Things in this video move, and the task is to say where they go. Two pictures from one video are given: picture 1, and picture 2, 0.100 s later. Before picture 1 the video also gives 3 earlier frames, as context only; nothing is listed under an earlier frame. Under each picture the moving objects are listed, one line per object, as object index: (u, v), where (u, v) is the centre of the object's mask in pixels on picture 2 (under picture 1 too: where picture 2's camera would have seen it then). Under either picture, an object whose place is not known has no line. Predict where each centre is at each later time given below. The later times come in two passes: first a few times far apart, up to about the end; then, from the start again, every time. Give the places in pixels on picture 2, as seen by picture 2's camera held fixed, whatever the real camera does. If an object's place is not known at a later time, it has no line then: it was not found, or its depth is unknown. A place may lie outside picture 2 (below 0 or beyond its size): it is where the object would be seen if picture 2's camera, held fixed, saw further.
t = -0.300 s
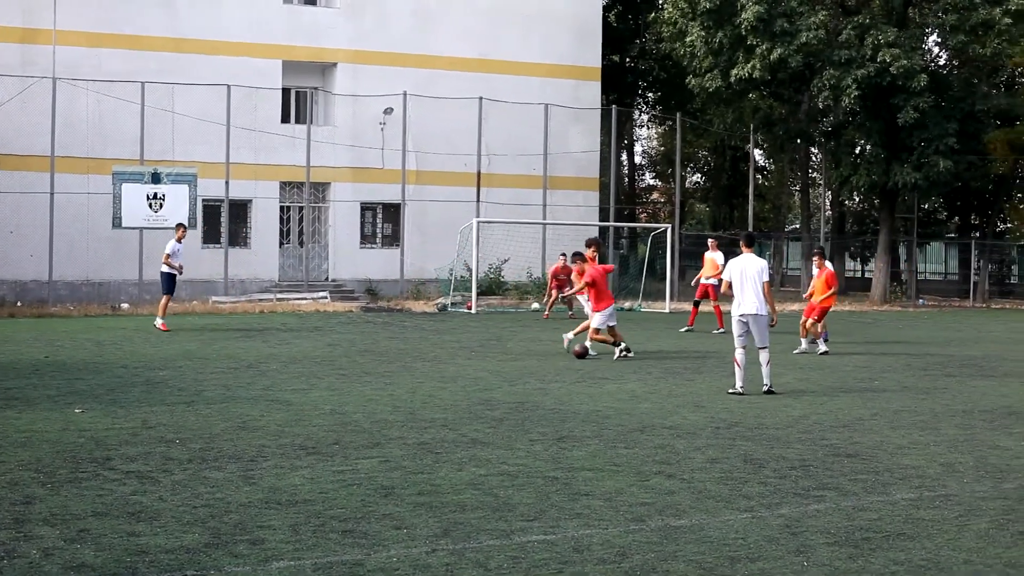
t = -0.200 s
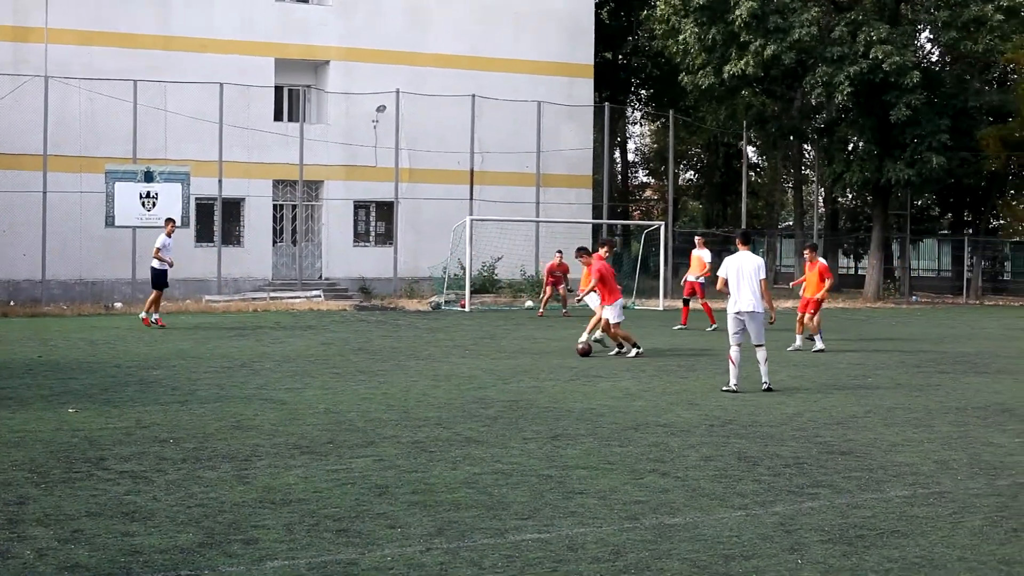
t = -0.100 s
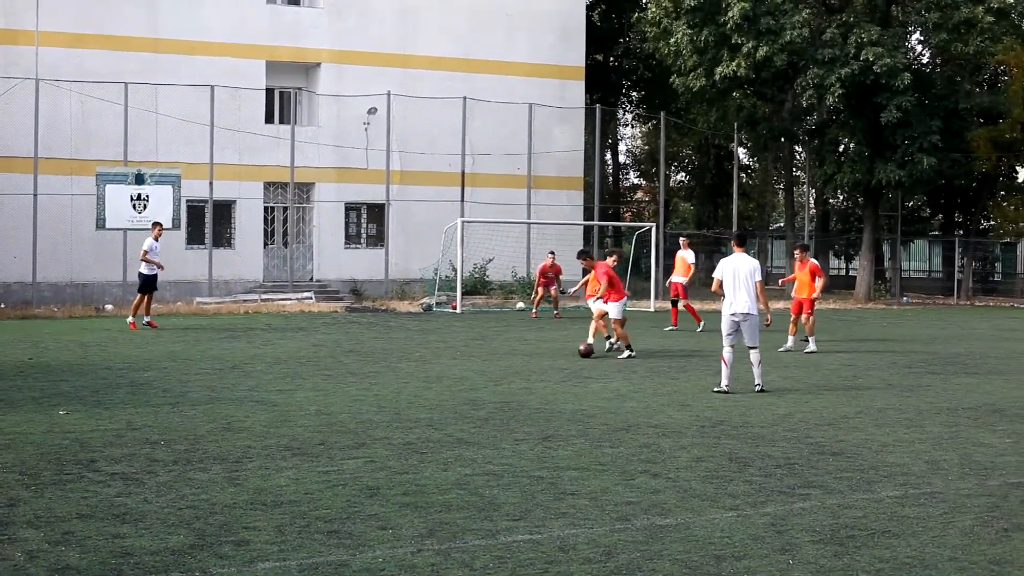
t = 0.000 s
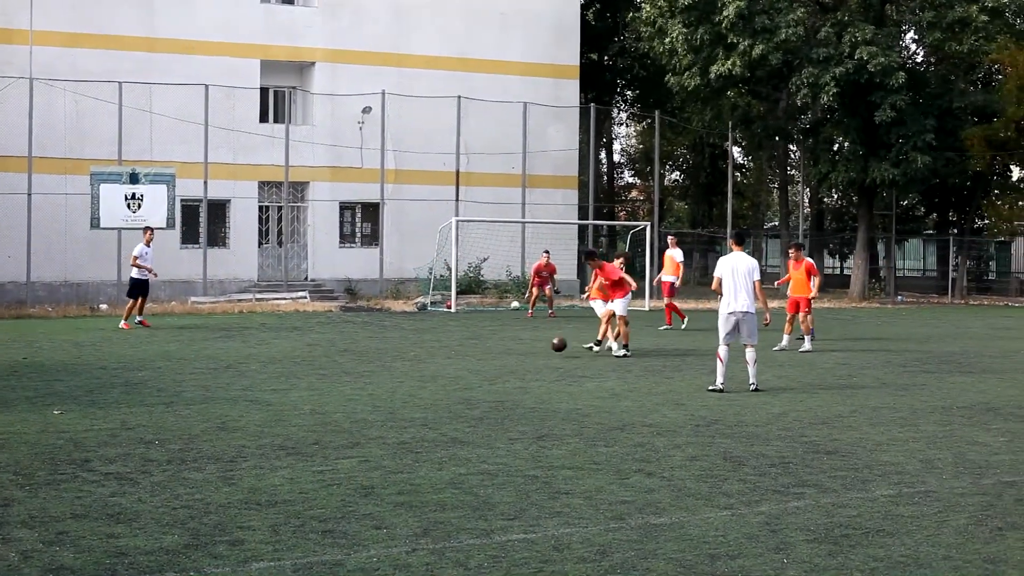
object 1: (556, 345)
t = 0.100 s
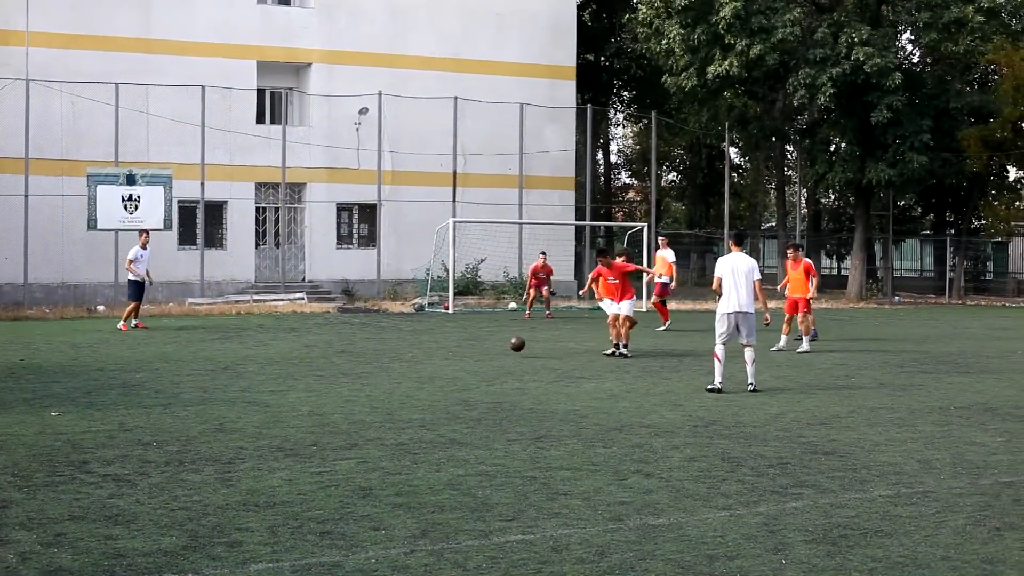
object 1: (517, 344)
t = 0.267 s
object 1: (460, 347)
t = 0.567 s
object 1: (388, 348)
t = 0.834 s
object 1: (331, 348)
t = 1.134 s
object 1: (273, 349)
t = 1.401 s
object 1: (223, 349)
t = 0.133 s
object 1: (505, 345)
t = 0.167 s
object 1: (492, 348)
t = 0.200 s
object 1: (479, 350)
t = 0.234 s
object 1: (469, 349)
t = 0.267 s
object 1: (460, 347)
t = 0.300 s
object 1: (452, 346)
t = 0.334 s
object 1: (442, 346)
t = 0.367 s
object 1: (434, 346)
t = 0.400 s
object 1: (424, 348)
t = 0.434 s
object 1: (417, 348)
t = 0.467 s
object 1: (410, 347)
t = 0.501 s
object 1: (402, 347)
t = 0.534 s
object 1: (395, 347)
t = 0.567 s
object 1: (388, 348)
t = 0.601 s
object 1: (381, 348)
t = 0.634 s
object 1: (373, 348)
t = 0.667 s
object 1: (366, 348)
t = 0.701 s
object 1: (359, 349)
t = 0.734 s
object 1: (351, 348)
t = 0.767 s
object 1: (345, 348)
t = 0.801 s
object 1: (338, 349)
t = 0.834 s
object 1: (331, 348)
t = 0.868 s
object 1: (324, 348)
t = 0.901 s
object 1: (317, 348)
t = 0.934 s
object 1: (311, 348)
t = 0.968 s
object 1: (304, 348)
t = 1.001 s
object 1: (298, 348)
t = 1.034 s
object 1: (291, 348)
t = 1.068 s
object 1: (285, 348)
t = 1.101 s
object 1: (278, 348)
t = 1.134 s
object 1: (273, 349)
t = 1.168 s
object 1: (267, 349)
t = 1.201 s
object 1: (260, 348)
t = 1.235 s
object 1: (254, 349)
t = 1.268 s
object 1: (248, 349)
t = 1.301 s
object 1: (241, 349)
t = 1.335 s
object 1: (235, 348)
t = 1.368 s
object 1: (229, 349)
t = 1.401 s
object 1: (223, 349)
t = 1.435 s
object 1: (218, 348)
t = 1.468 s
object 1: (212, 348)
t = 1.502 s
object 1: (206, 349)
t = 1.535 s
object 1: (201, 349)
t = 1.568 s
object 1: (196, 349)
